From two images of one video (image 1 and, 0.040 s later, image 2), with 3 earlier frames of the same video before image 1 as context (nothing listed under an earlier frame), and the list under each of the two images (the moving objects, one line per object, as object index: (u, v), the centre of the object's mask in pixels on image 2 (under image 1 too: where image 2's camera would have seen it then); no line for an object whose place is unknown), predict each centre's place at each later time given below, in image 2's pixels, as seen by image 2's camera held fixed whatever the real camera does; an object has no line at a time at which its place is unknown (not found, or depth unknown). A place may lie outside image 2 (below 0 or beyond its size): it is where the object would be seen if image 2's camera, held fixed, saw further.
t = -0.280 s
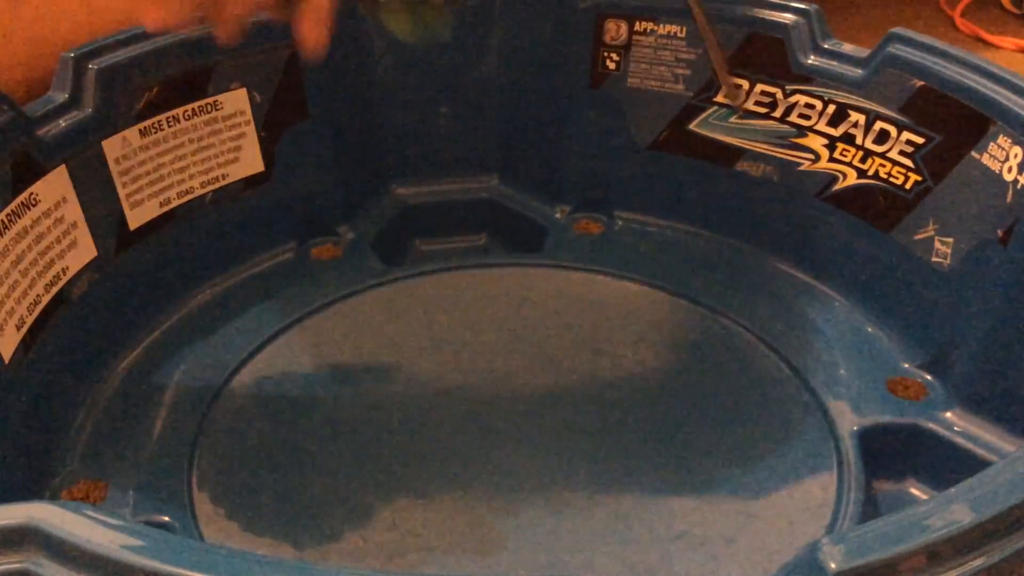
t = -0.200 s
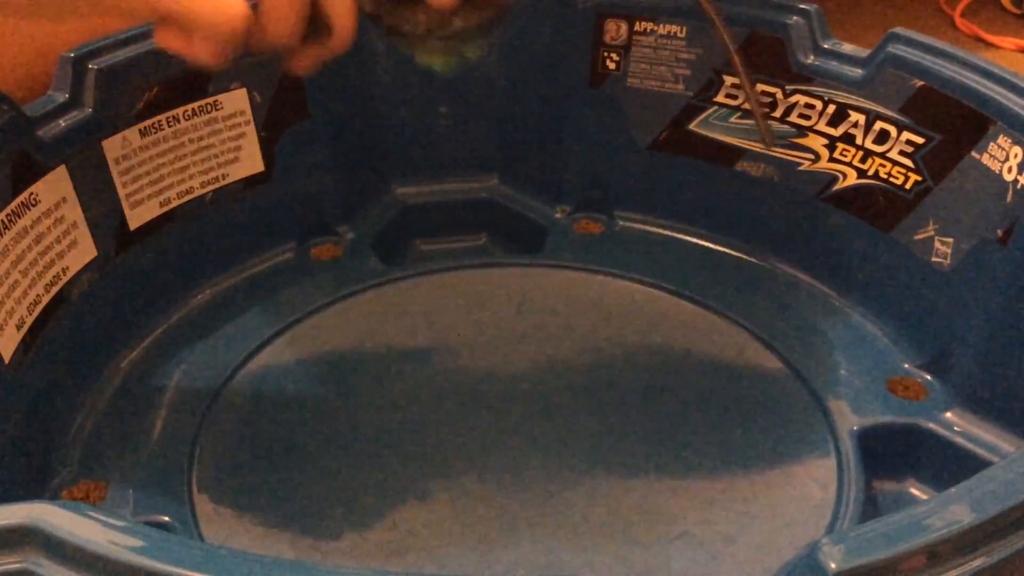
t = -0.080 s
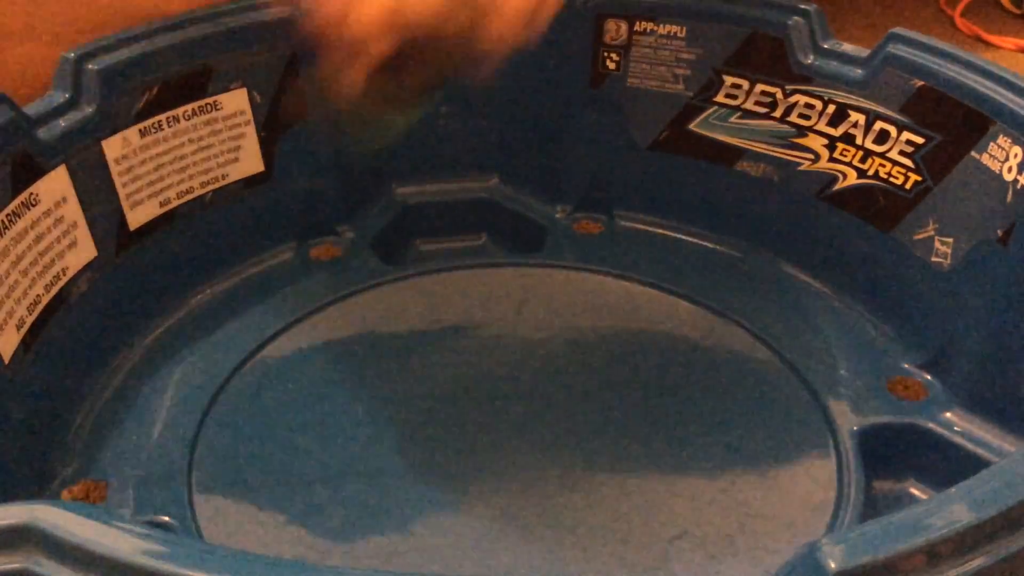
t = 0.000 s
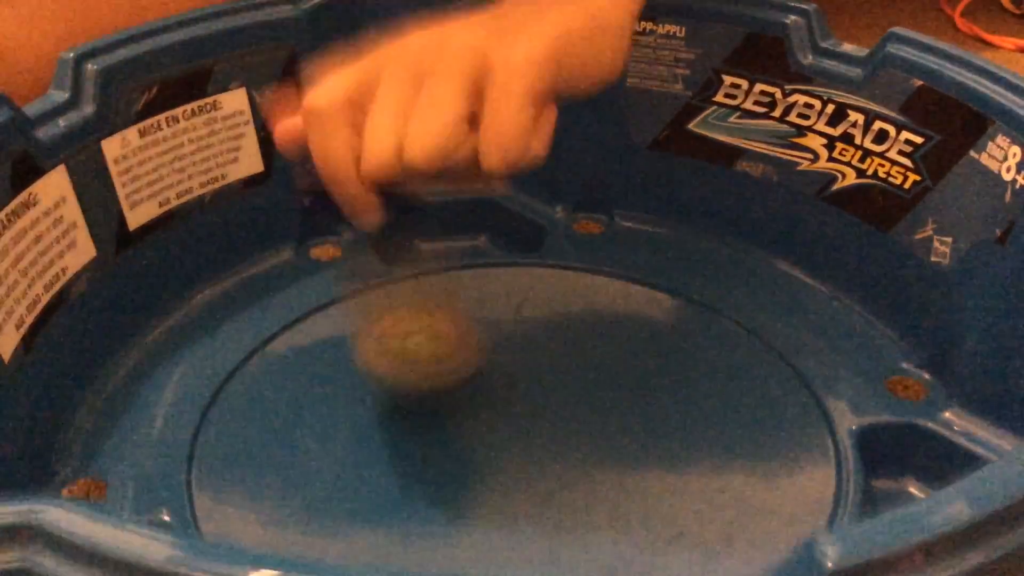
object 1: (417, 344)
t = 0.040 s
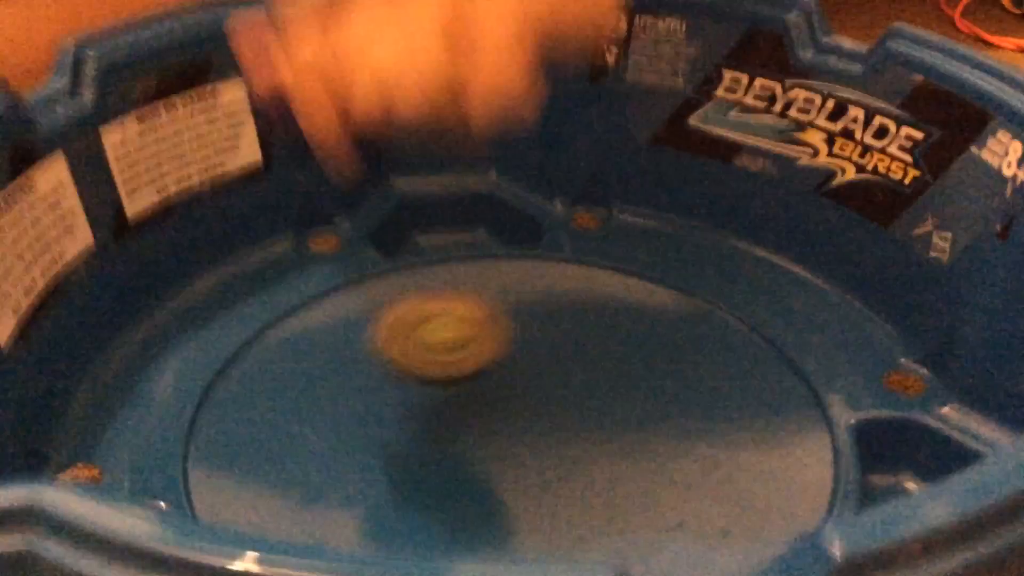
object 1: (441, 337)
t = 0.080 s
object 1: (471, 352)
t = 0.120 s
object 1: (499, 398)
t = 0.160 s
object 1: (521, 417)
